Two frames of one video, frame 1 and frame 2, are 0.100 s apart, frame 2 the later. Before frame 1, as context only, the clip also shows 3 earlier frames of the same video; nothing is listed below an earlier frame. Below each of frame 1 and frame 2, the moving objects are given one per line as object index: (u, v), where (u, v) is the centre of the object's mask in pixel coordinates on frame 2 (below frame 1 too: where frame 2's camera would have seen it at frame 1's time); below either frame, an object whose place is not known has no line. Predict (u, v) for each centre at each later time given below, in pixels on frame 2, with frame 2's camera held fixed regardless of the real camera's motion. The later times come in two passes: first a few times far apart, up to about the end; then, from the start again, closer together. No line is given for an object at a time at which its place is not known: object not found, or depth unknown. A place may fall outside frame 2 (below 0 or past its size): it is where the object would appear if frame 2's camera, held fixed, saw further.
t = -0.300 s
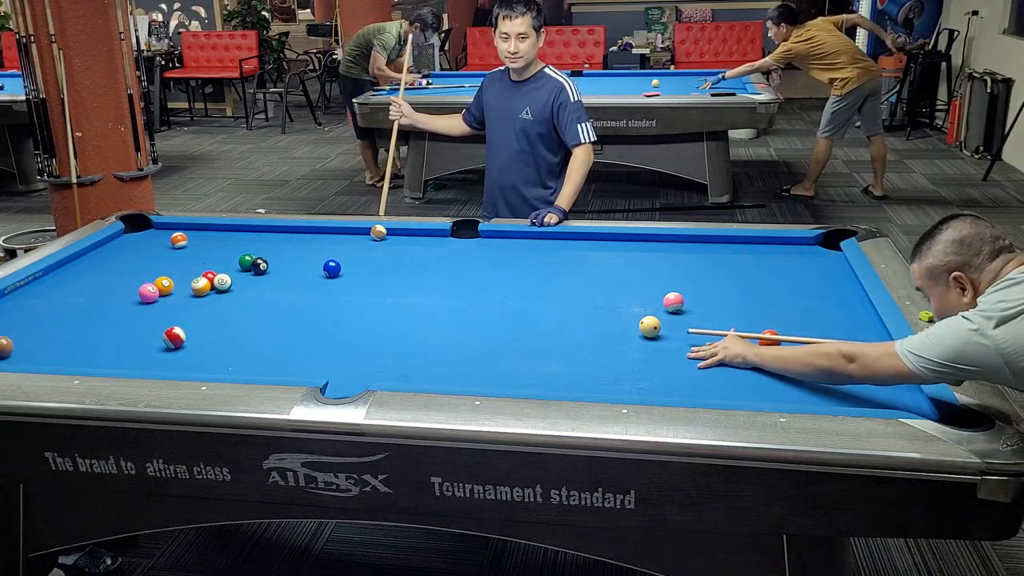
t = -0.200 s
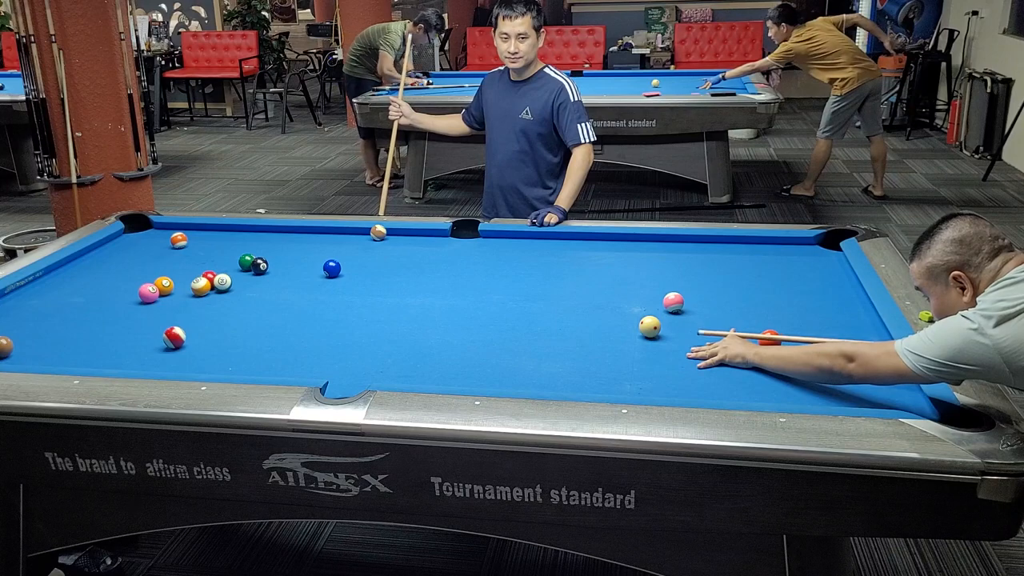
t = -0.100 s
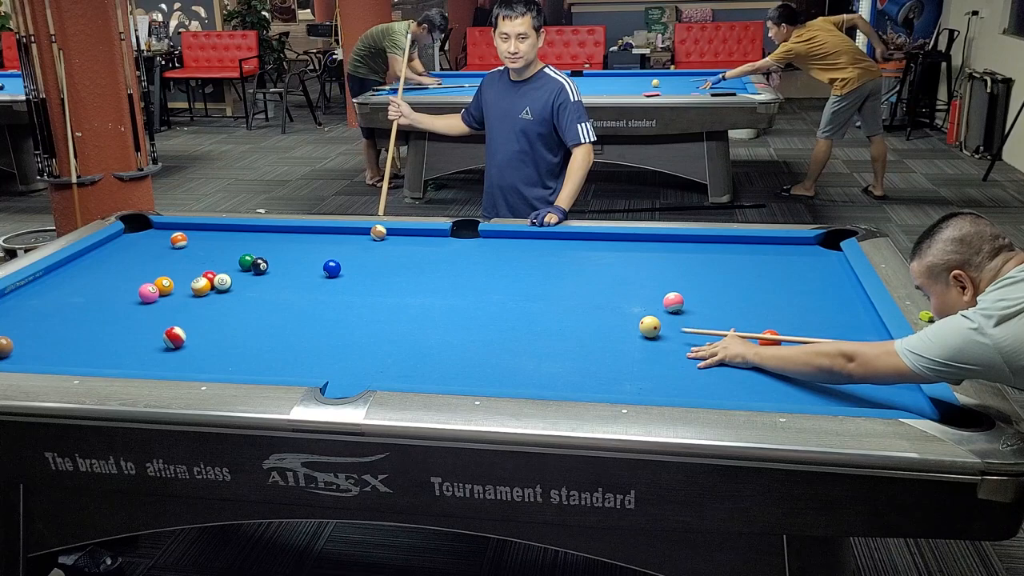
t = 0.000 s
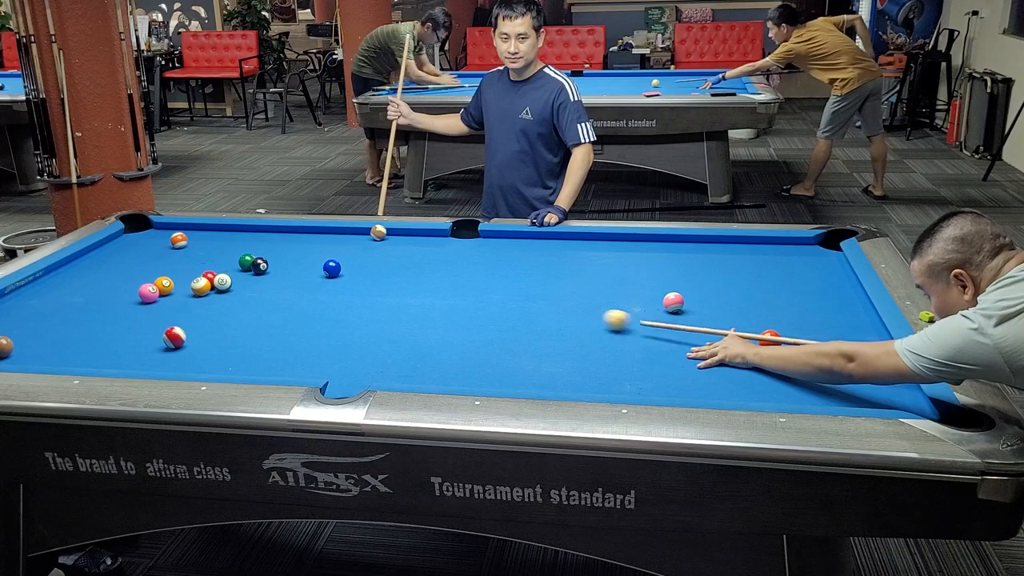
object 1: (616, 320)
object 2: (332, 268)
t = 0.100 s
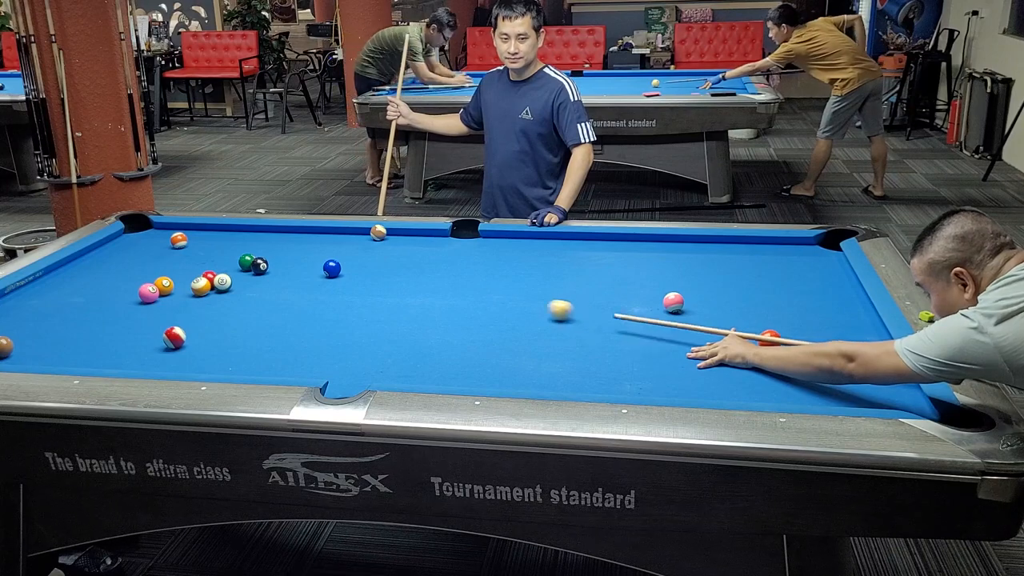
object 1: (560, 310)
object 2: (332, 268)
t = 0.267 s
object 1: (483, 296)
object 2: (332, 268)
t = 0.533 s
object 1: (376, 277)
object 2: (332, 268)
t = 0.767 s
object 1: (336, 271)
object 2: (292, 260)
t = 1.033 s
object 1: (311, 268)
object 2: (239, 249)
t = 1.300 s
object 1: (289, 265)
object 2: (195, 240)
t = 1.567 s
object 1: (275, 262)
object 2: (193, 231)
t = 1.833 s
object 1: (269, 258)
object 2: (184, 229)
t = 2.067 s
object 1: (265, 255)
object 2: (172, 232)
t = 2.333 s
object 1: (261, 252)
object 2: (158, 236)
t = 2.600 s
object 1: (258, 250)
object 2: (145, 236)
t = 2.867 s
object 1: (255, 248)
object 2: (137, 241)
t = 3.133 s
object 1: (254, 247)
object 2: (128, 244)
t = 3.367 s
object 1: (253, 246)
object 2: (121, 246)
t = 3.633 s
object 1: (252, 246)
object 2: (114, 248)
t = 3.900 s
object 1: (252, 246)
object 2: (110, 249)
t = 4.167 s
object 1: (252, 246)
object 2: (106, 251)
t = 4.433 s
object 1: (252, 246)
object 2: (104, 251)
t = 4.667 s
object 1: (252, 246)
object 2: (104, 251)
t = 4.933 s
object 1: (252, 246)
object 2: (103, 251)
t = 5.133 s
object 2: (104, 251)
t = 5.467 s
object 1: (252, 246)
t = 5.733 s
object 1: (252, 246)
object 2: (104, 251)
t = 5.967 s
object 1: (252, 246)
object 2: (104, 251)
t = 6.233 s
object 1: (252, 246)
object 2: (103, 251)
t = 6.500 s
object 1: (252, 246)
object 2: (103, 251)
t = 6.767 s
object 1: (252, 246)
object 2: (103, 252)
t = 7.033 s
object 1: (252, 246)
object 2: (103, 251)
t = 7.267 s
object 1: (252, 246)
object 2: (103, 251)
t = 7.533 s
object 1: (252, 246)
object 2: (103, 252)
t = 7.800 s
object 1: (252, 246)
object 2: (104, 251)
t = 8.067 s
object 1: (252, 246)
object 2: (104, 252)
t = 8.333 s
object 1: (252, 246)
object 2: (103, 251)
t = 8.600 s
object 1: (252, 246)
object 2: (103, 251)
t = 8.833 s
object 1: (252, 246)
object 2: (104, 251)
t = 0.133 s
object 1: (544, 307)
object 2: (332, 268)
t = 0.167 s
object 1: (528, 304)
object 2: (332, 268)
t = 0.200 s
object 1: (513, 302)
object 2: (332, 268)
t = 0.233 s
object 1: (498, 299)
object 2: (332, 268)
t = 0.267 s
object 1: (483, 296)
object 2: (332, 268)
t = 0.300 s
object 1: (469, 294)
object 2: (332, 268)
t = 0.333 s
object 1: (455, 291)
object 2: (332, 268)
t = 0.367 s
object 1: (441, 288)
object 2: (332, 268)
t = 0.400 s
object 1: (428, 286)
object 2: (332, 268)
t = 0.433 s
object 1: (415, 284)
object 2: (332, 268)
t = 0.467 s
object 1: (402, 281)
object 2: (332, 268)
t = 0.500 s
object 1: (389, 279)
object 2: (332, 268)
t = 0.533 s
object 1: (376, 277)
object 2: (332, 268)
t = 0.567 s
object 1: (364, 274)
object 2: (332, 268)
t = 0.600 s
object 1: (353, 272)
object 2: (332, 268)
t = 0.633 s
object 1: (345, 272)
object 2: (328, 268)
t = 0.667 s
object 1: (343, 272)
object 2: (318, 266)
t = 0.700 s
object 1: (342, 271)
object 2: (308, 264)
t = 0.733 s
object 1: (339, 271)
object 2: (300, 262)
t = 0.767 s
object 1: (336, 271)
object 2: (292, 260)
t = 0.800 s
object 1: (333, 270)
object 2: (284, 259)
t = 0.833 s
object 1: (330, 270)
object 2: (278, 257)
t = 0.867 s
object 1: (326, 269)
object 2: (272, 255)
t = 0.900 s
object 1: (323, 269)
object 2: (266, 253)
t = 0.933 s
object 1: (320, 269)
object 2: (259, 251)
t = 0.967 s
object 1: (317, 268)
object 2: (252, 250)
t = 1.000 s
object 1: (314, 268)
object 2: (245, 249)
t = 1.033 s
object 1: (311, 268)
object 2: (239, 249)
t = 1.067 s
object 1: (308, 267)
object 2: (233, 248)
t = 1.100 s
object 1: (305, 267)
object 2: (228, 247)
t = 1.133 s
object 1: (303, 267)
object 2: (222, 246)
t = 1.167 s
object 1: (300, 266)
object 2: (216, 245)
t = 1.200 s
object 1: (297, 266)
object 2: (210, 244)
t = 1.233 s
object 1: (294, 266)
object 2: (205, 243)
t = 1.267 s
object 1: (292, 265)
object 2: (199, 241)
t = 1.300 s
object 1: (289, 265)
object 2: (195, 240)
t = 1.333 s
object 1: (287, 265)
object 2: (196, 239)
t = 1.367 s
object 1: (284, 264)
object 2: (196, 238)
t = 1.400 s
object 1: (282, 264)
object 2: (196, 236)
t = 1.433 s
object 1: (279, 263)
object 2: (195, 235)
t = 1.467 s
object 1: (277, 263)
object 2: (195, 234)
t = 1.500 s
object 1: (276, 263)
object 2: (194, 233)
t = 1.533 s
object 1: (275, 262)
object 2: (194, 232)
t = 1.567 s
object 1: (275, 262)
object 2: (193, 231)
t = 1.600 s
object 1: (274, 261)
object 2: (193, 230)
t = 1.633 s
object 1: (273, 260)
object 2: (193, 229)
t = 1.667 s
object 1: (272, 260)
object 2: (193, 228)
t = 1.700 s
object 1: (271, 260)
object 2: (192, 227)
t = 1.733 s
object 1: (271, 259)
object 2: (190, 227)
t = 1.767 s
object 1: (270, 259)
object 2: (189, 228)
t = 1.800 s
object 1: (269, 258)
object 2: (186, 228)
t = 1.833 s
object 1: (269, 258)
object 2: (184, 229)
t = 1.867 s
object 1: (268, 258)
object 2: (183, 230)
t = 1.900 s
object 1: (267, 257)
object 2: (181, 230)
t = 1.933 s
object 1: (267, 257)
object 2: (179, 230)
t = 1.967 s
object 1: (266, 256)
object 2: (177, 231)
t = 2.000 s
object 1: (266, 256)
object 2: (175, 231)
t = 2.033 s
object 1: (265, 255)
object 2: (174, 232)
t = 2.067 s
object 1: (265, 255)
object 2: (172, 232)
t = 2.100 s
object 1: (264, 255)
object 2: (170, 232)
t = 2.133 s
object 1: (263, 254)
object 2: (169, 233)
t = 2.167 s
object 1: (263, 254)
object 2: (167, 233)
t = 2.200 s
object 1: (262, 254)
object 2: (165, 234)
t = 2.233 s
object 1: (262, 253)
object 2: (164, 234)
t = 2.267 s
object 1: (262, 253)
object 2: (162, 235)
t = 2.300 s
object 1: (261, 252)
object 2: (160, 235)
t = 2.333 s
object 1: (261, 252)
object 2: (158, 236)
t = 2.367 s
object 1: (260, 252)
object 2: (157, 236)
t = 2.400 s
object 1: (260, 252)
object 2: (156, 236)
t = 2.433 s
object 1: (259, 251)
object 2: (156, 236)
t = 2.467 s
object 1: (259, 251)
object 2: (155, 235)
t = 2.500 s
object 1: (259, 251)
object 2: (153, 235)
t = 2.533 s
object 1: (259, 251)
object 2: (150, 233)
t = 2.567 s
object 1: (258, 250)
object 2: (146, 234)
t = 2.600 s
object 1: (258, 250)
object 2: (145, 236)
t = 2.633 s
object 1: (258, 250)
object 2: (143, 237)
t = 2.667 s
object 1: (257, 250)
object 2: (143, 239)
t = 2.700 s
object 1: (257, 249)
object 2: (142, 239)
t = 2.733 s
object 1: (256, 249)
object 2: (142, 240)
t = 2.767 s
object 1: (256, 249)
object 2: (140, 240)
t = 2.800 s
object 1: (256, 249)
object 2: (139, 241)
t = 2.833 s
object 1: (256, 248)
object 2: (138, 241)
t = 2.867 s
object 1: (255, 248)
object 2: (137, 241)
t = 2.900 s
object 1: (255, 248)
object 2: (135, 242)
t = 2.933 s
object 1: (255, 248)
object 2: (134, 242)
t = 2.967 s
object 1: (255, 248)
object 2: (133, 242)
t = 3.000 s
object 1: (254, 248)
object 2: (132, 243)
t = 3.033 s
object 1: (254, 247)
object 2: (131, 243)
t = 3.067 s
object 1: (254, 247)
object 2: (130, 243)
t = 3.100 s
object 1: (254, 247)
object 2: (129, 243)
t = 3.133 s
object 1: (254, 247)
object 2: (128, 244)
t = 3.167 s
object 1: (253, 247)
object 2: (127, 244)
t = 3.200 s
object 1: (253, 247)
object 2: (126, 244)
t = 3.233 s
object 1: (253, 247)
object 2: (125, 245)
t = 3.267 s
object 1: (253, 247)
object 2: (124, 245)
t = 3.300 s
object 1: (253, 246)
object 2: (123, 245)
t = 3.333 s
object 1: (253, 246)
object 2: (122, 246)
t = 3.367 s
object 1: (253, 246)
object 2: (121, 246)
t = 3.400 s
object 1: (253, 246)
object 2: (120, 246)
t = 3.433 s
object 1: (253, 246)
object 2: (119, 246)
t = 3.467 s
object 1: (253, 246)
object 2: (118, 247)
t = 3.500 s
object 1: (253, 246)
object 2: (117, 247)
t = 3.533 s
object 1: (253, 246)
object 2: (116, 247)
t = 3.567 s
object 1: (253, 246)
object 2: (116, 247)
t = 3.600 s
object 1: (252, 246)
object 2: (115, 248)
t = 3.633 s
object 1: (252, 246)
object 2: (114, 248)
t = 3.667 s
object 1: (252, 246)
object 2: (114, 248)
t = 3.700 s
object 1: (252, 246)
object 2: (113, 248)
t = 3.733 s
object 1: (252, 246)
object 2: (112, 248)
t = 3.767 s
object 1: (252, 246)
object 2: (112, 249)
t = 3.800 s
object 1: (252, 246)
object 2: (111, 249)
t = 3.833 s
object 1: (252, 246)
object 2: (111, 249)
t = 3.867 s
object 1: (252, 246)
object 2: (110, 249)
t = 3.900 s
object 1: (252, 246)
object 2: (110, 249)
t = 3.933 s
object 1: (252, 246)
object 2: (109, 249)
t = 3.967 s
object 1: (252, 246)
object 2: (108, 250)
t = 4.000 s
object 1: (252, 246)
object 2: (108, 250)
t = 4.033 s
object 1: (252, 246)
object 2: (108, 250)
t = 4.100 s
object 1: (253, 246)
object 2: (107, 250)
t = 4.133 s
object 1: (252, 246)
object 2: (107, 250)
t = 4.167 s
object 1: (252, 246)
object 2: (106, 251)
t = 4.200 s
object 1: (252, 246)
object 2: (106, 251)
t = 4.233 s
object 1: (253, 246)
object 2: (106, 251)
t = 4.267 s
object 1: (253, 246)
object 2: (105, 251)
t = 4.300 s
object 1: (253, 246)
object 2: (105, 251)
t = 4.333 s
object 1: (253, 246)
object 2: (105, 251)
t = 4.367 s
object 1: (252, 246)
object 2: (105, 251)
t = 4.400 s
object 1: (252, 246)
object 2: (104, 251)
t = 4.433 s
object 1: (252, 246)
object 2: (104, 251)
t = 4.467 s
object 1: (252, 246)
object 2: (104, 251)
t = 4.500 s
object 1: (252, 246)
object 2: (104, 251)
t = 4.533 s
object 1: (252, 246)
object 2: (104, 251)
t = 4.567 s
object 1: (252, 246)
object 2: (104, 251)
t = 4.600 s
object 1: (252, 246)
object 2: (103, 251)
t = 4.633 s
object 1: (252, 246)
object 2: (103, 251)
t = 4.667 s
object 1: (252, 246)
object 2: (104, 251)
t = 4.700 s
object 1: (252, 246)
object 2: (103, 251)
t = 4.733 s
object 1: (252, 246)
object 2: (103, 251)
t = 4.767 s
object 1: (252, 246)
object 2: (104, 251)
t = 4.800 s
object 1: (252, 246)
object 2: (103, 251)
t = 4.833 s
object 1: (252, 246)
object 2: (103, 251)
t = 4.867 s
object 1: (252, 246)
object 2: (103, 251)
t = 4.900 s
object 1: (252, 246)
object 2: (104, 251)
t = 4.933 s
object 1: (252, 246)
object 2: (103, 251)
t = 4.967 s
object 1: (252, 246)
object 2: (103, 251)
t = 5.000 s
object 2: (104, 251)
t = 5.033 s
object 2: (104, 251)
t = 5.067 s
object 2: (104, 251)
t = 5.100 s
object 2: (104, 251)
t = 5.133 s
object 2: (104, 251)
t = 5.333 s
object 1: (251, 245)
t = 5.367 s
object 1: (252, 246)
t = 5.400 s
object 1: (252, 246)
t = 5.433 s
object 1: (252, 246)
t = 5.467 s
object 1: (252, 246)
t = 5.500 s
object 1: (252, 246)
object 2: (106, 249)
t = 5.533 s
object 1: (252, 246)
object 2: (103, 252)
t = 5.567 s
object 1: (252, 246)
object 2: (104, 252)
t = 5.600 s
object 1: (252, 246)
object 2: (103, 252)
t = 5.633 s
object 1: (252, 246)
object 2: (103, 252)
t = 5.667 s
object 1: (252, 246)
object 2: (103, 252)
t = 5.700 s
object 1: (252, 246)
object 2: (103, 252)
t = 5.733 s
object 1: (252, 246)
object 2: (104, 251)
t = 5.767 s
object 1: (252, 246)
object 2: (103, 251)
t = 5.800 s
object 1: (252, 246)
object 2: (103, 251)
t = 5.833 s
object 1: (252, 246)
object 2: (104, 251)
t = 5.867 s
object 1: (252, 246)
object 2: (104, 251)
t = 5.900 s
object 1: (252, 246)
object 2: (103, 251)
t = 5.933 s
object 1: (252, 246)
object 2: (104, 251)
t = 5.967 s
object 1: (252, 246)
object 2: (104, 251)
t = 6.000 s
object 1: (252, 246)
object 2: (104, 251)
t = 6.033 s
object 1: (252, 246)
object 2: (104, 251)
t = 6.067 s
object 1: (252, 246)
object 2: (104, 251)
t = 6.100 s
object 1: (252, 246)
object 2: (104, 251)
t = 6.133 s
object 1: (252, 246)
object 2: (103, 251)
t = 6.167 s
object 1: (252, 246)
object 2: (103, 251)
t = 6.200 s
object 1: (252, 246)
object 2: (103, 251)
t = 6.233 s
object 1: (252, 246)
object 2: (103, 251)
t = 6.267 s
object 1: (252, 246)
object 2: (103, 252)
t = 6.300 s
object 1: (252, 246)
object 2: (103, 252)
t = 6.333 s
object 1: (252, 246)
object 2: (103, 252)
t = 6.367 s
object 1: (252, 246)
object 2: (104, 251)
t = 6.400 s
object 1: (252, 246)
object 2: (104, 251)
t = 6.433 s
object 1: (252, 246)
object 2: (104, 251)
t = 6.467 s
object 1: (252, 246)
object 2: (103, 251)
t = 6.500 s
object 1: (252, 246)
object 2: (103, 251)
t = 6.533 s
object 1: (252, 246)
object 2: (103, 251)
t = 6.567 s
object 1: (252, 246)
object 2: (104, 251)
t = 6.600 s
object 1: (252, 246)
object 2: (103, 251)
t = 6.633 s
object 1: (252, 246)
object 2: (103, 251)
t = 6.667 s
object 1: (252, 246)
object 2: (103, 252)
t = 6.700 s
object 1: (252, 246)
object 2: (104, 251)
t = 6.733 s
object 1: (252, 246)
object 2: (104, 251)
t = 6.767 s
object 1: (252, 246)
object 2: (103, 252)
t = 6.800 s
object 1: (252, 246)
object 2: (103, 251)
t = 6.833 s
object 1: (252, 246)
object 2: (103, 251)
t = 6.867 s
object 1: (252, 246)
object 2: (103, 252)
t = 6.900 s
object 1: (252, 246)
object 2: (103, 251)
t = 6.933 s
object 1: (252, 246)
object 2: (103, 251)
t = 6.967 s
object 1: (252, 246)
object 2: (103, 251)
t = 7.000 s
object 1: (252, 246)
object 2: (103, 251)
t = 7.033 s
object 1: (252, 246)
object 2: (103, 251)
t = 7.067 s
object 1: (252, 246)
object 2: (103, 251)
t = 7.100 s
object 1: (252, 246)
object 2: (103, 252)
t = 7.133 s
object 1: (252, 246)
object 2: (104, 252)
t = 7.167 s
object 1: (252, 246)
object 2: (104, 252)
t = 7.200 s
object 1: (252, 246)
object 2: (104, 251)
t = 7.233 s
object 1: (252, 246)
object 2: (104, 252)
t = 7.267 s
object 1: (252, 246)
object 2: (103, 251)
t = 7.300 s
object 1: (252, 246)
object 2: (104, 251)
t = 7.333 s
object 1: (252, 246)
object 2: (104, 251)
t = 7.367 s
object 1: (252, 246)
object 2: (104, 251)
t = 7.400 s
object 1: (252, 246)
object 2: (104, 251)
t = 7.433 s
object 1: (252, 246)
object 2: (104, 251)
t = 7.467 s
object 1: (252, 246)
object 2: (103, 252)
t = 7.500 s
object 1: (252, 246)
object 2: (104, 252)
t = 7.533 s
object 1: (252, 246)
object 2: (103, 252)
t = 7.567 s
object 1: (252, 246)
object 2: (103, 252)
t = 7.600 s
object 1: (252, 246)
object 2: (104, 252)
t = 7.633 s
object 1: (252, 246)
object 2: (103, 252)
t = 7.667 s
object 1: (252, 246)
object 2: (103, 252)
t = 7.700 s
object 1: (252, 246)
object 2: (103, 252)
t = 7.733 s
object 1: (252, 246)
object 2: (103, 252)
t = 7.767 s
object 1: (252, 246)
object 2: (104, 252)
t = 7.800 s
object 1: (252, 246)
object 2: (104, 251)
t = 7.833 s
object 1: (252, 246)
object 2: (103, 252)
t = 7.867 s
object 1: (252, 246)
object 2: (103, 252)
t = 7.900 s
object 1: (252, 246)
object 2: (104, 252)
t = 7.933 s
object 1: (252, 246)
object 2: (104, 252)
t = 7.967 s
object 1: (252, 246)
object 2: (103, 252)
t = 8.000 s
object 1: (252, 246)
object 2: (104, 252)
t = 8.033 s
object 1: (252, 246)
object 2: (104, 252)
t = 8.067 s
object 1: (252, 246)
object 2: (104, 252)
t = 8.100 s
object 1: (252, 246)
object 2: (103, 252)
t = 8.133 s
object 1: (252, 246)
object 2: (103, 251)
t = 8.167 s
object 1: (252, 246)
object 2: (103, 251)
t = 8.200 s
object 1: (252, 246)
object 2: (103, 252)
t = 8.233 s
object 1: (252, 246)
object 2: (103, 252)
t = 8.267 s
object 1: (252, 246)
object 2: (103, 252)
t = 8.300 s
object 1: (252, 246)
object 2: (103, 252)
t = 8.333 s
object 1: (252, 246)
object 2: (103, 251)
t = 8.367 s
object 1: (252, 246)
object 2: (104, 251)
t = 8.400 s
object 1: (252, 246)
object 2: (104, 252)
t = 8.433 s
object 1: (252, 246)
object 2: (104, 251)
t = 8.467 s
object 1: (252, 246)
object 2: (104, 251)
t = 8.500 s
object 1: (252, 246)
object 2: (104, 251)
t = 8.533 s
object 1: (252, 246)
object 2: (104, 251)
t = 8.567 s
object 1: (252, 246)
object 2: (103, 251)
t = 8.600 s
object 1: (252, 246)
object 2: (103, 251)
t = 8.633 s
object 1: (252, 246)
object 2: (103, 252)
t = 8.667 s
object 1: (252, 246)
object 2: (104, 252)
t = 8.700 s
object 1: (252, 246)
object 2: (104, 252)
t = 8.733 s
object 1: (252, 246)
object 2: (103, 252)
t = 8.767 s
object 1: (252, 246)
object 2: (103, 251)
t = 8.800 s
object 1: (252, 246)
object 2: (104, 251)
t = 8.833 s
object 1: (252, 246)
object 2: (104, 251)
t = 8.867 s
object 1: (252, 246)
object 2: (104, 251)
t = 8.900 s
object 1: (252, 246)
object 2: (103, 251)
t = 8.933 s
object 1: (252, 246)
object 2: (103, 251)
